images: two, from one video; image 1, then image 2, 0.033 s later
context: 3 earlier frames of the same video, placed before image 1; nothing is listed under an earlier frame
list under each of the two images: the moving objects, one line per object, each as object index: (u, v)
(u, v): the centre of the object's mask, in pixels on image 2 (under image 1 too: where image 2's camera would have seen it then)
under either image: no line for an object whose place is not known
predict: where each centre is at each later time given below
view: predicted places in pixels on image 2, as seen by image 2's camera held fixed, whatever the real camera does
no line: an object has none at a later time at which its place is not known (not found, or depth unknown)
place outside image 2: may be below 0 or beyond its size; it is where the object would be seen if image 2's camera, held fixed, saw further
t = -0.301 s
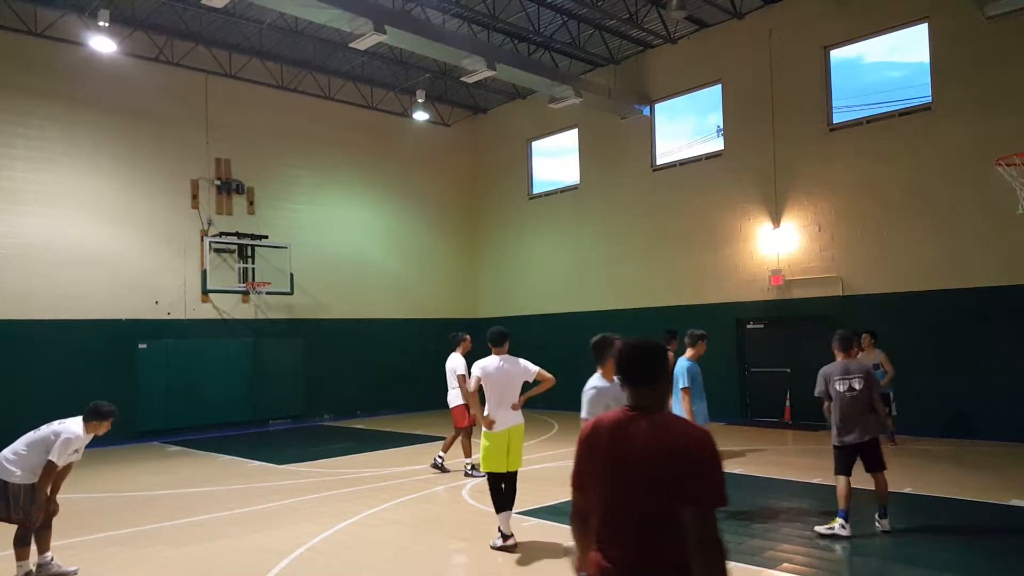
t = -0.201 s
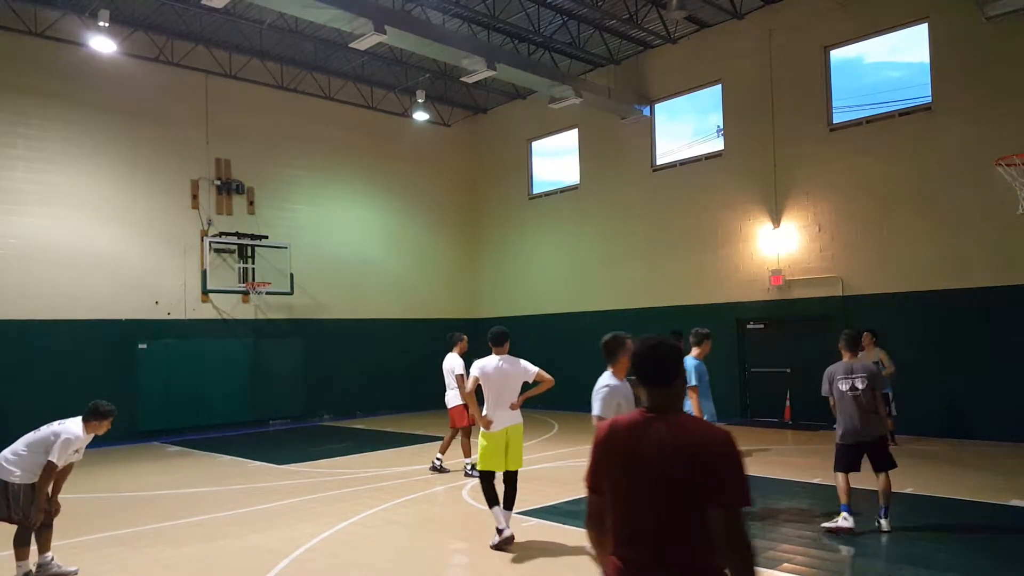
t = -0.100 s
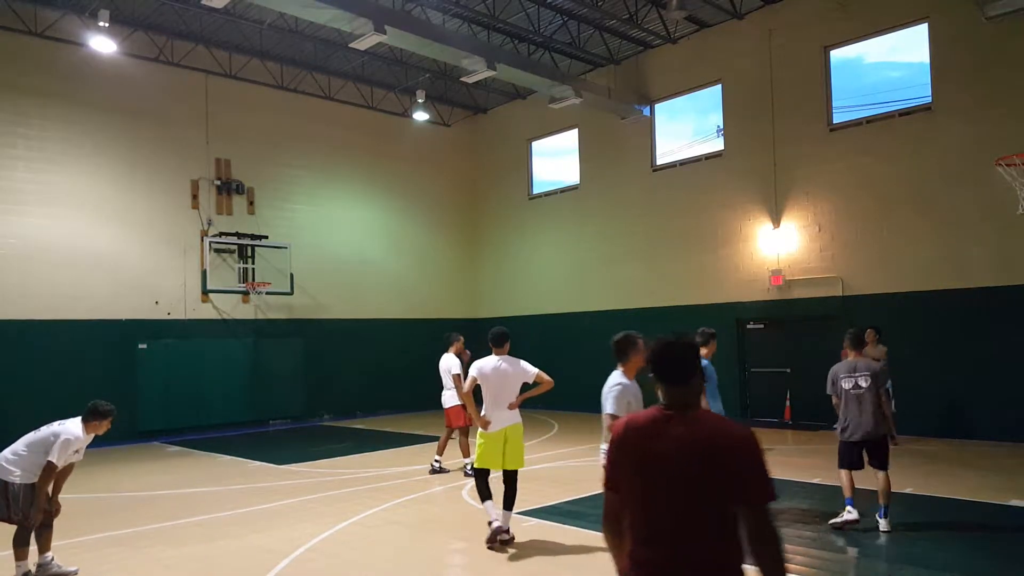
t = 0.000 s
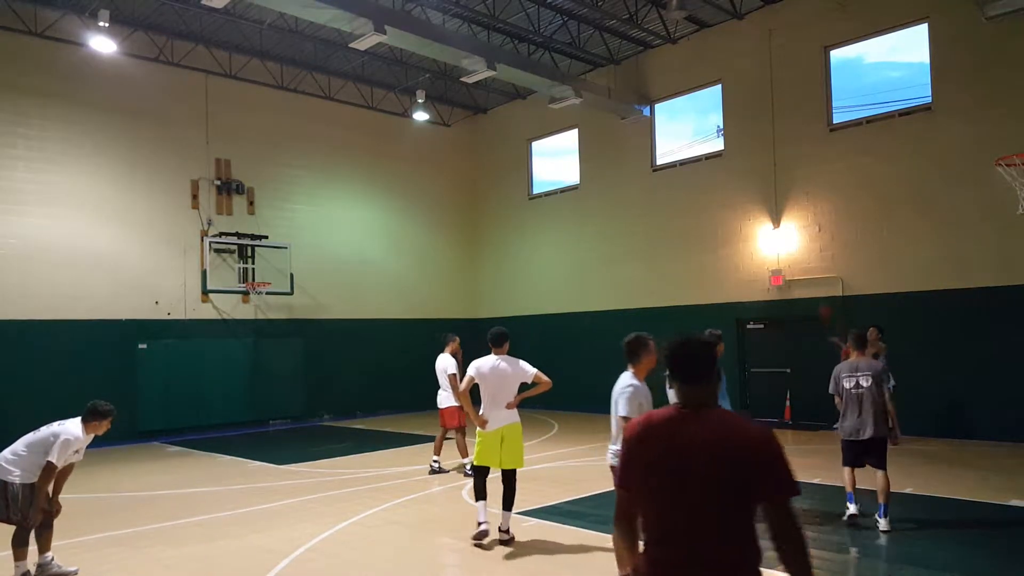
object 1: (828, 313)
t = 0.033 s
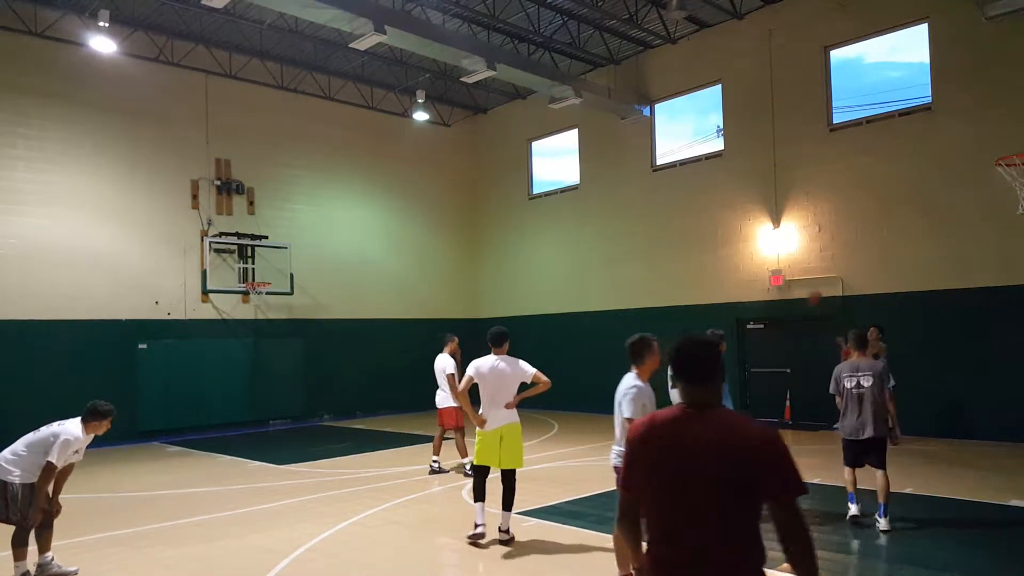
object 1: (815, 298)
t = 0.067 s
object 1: (812, 287)
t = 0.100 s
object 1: (804, 276)
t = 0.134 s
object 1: (795, 267)
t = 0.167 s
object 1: (777, 260)
